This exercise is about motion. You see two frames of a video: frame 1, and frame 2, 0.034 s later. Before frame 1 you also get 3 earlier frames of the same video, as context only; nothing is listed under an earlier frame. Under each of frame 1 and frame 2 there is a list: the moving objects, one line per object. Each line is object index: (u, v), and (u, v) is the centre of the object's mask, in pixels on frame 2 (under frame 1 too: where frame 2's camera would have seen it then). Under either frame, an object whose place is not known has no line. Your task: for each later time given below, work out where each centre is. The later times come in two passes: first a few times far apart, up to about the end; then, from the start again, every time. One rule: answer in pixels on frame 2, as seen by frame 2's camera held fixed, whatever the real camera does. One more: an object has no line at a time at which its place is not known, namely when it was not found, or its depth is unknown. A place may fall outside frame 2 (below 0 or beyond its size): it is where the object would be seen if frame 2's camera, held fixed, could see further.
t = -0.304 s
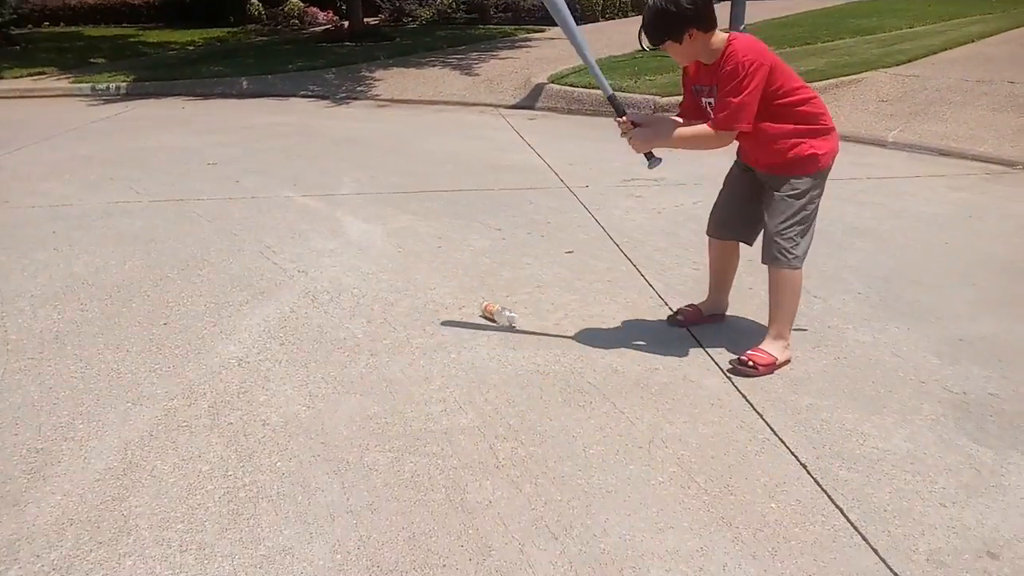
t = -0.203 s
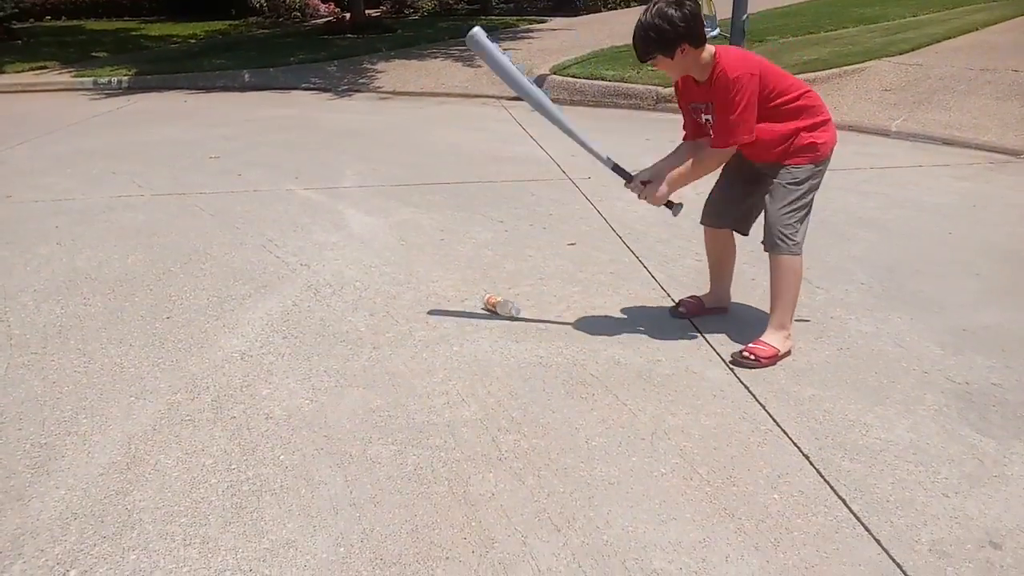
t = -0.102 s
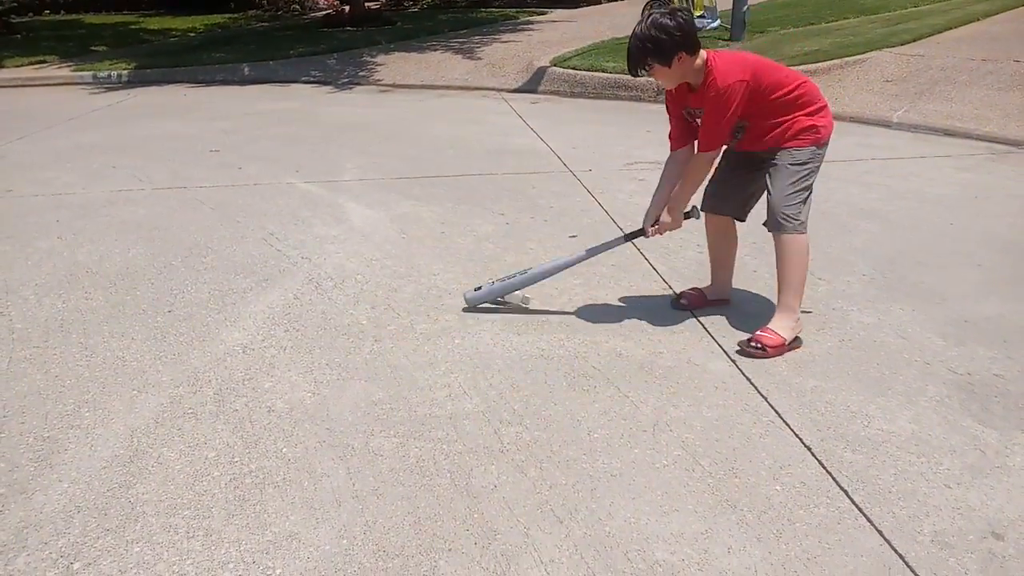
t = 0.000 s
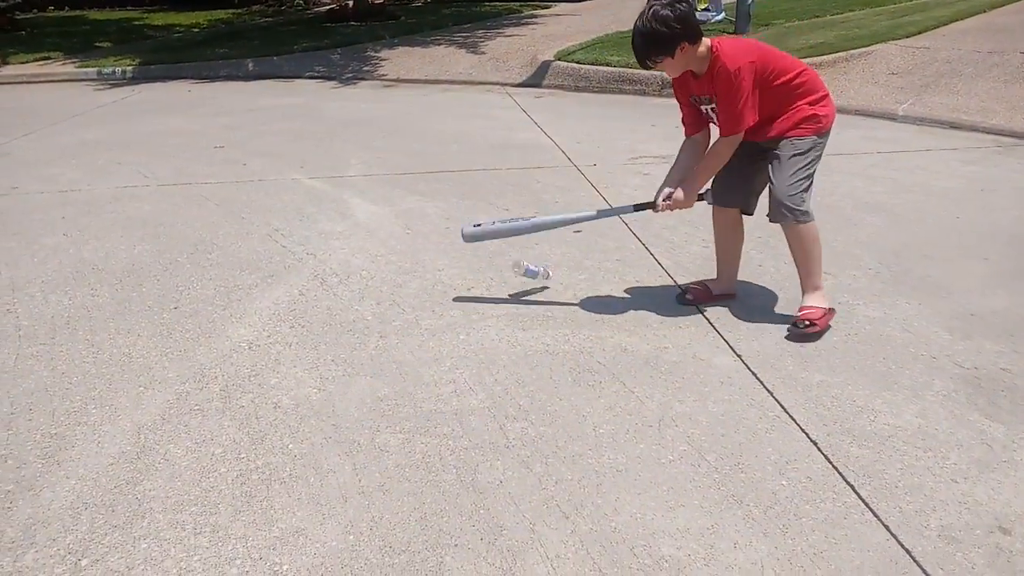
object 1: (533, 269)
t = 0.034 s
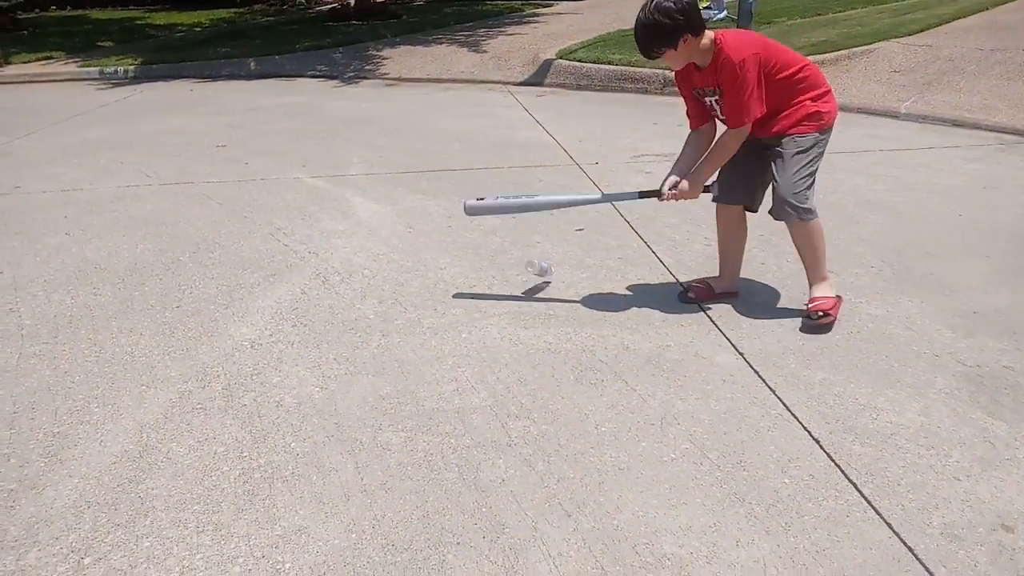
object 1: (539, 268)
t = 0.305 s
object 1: (584, 269)
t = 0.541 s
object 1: (609, 263)
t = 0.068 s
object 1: (544, 278)
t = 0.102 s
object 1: (553, 279)
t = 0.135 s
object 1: (558, 277)
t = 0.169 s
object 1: (566, 276)
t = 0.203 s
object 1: (571, 274)
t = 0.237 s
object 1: (576, 273)
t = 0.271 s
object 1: (581, 271)
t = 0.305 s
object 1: (584, 269)
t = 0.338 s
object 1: (588, 268)
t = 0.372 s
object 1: (591, 267)
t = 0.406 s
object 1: (595, 266)
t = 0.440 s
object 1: (598, 267)
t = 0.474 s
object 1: (602, 266)
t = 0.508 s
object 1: (605, 265)
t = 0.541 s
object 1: (609, 263)
